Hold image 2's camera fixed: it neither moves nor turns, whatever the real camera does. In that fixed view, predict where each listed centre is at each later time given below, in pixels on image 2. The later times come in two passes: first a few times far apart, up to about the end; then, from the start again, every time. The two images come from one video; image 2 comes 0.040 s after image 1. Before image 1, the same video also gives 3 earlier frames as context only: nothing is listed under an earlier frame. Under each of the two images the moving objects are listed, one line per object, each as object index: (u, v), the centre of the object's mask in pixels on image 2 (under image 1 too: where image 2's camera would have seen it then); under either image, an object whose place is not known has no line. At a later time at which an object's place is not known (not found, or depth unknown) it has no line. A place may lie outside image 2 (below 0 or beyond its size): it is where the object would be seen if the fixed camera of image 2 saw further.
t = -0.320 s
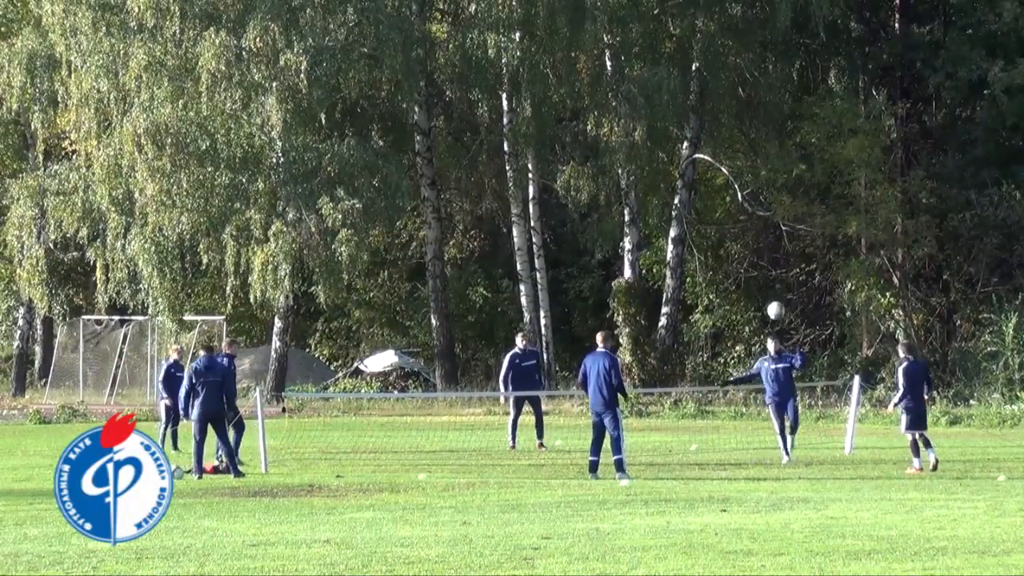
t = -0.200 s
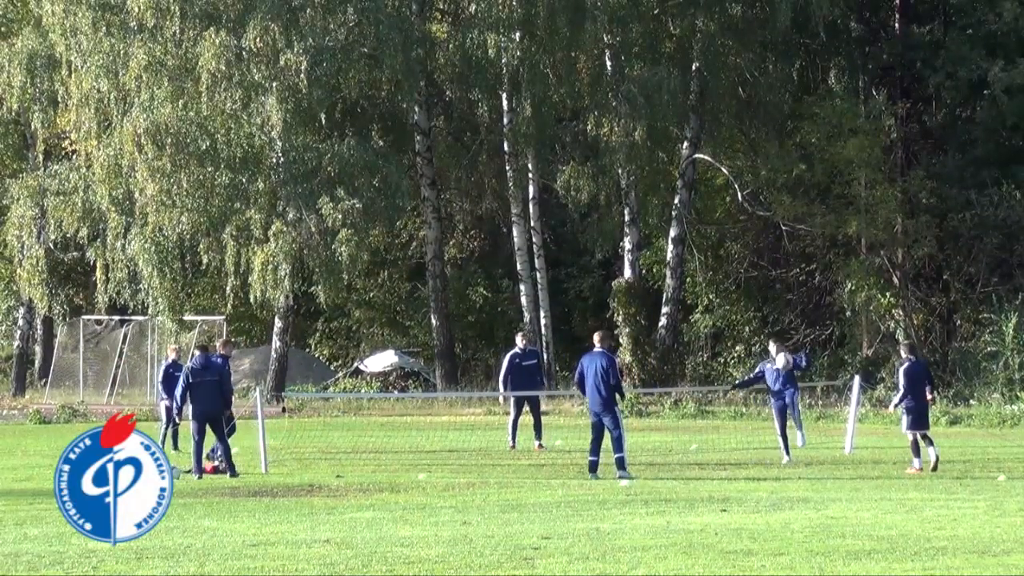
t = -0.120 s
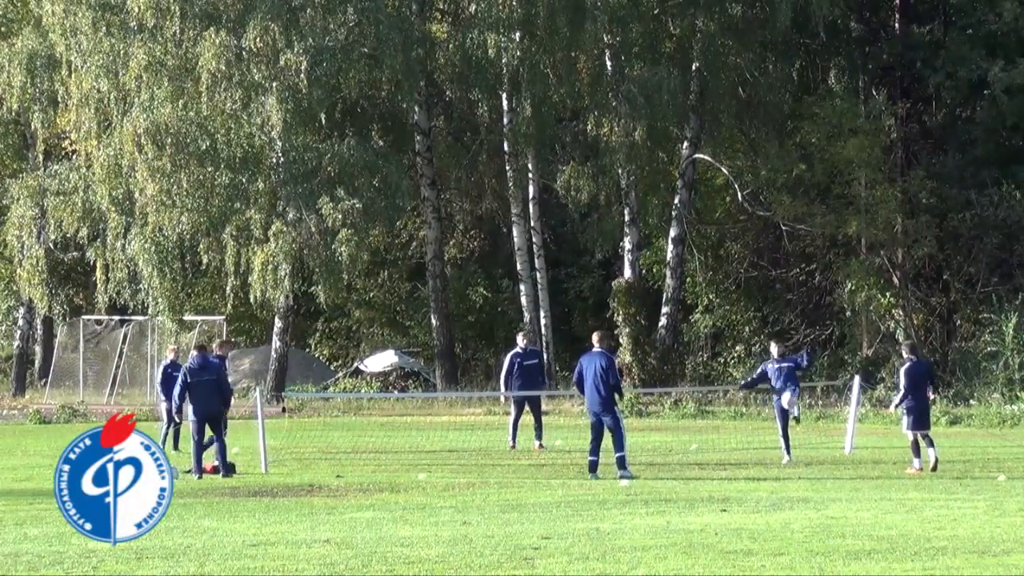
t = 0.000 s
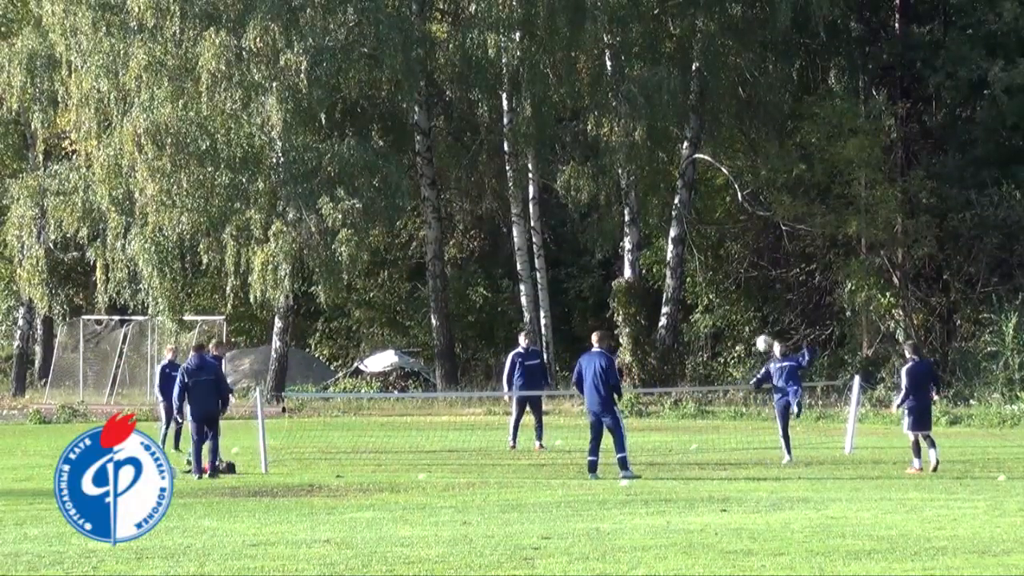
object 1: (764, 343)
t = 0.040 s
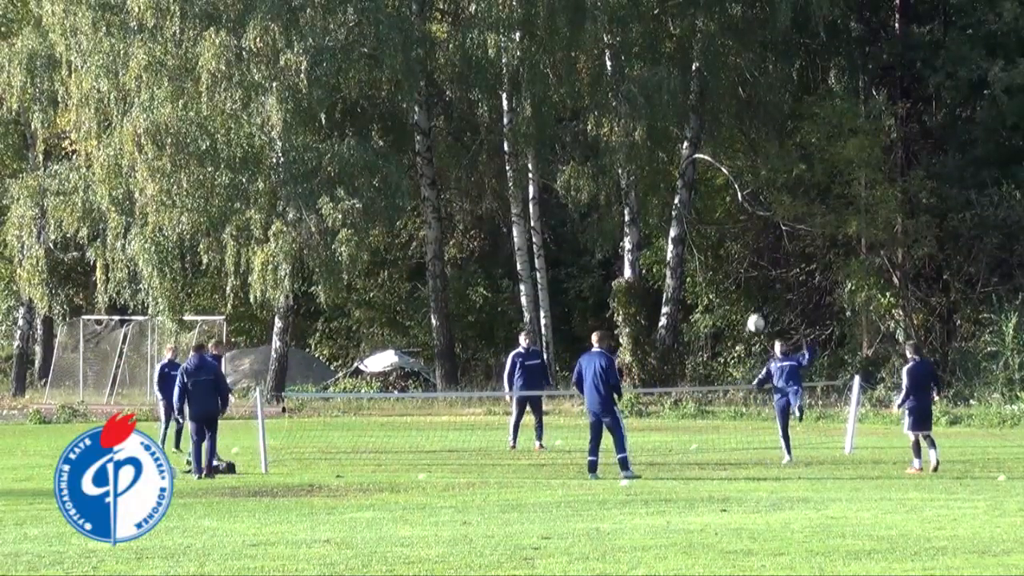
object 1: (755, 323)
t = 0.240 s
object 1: (712, 240)
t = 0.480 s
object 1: (664, 181)
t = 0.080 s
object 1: (746, 303)
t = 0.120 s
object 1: (738, 286)
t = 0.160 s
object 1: (730, 269)
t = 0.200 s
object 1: (721, 254)
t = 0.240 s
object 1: (712, 240)
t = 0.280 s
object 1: (704, 227)
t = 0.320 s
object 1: (695, 215)
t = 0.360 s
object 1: (687, 205)
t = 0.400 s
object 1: (679, 196)
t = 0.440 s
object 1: (670, 188)
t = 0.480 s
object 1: (664, 181)
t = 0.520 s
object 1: (656, 176)
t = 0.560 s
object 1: (648, 171)
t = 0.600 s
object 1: (640, 168)
